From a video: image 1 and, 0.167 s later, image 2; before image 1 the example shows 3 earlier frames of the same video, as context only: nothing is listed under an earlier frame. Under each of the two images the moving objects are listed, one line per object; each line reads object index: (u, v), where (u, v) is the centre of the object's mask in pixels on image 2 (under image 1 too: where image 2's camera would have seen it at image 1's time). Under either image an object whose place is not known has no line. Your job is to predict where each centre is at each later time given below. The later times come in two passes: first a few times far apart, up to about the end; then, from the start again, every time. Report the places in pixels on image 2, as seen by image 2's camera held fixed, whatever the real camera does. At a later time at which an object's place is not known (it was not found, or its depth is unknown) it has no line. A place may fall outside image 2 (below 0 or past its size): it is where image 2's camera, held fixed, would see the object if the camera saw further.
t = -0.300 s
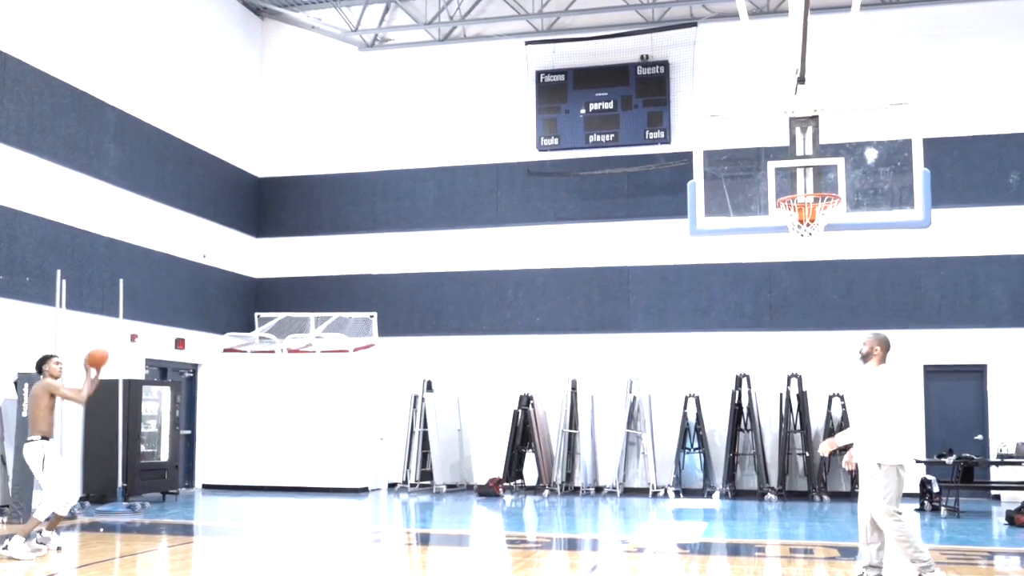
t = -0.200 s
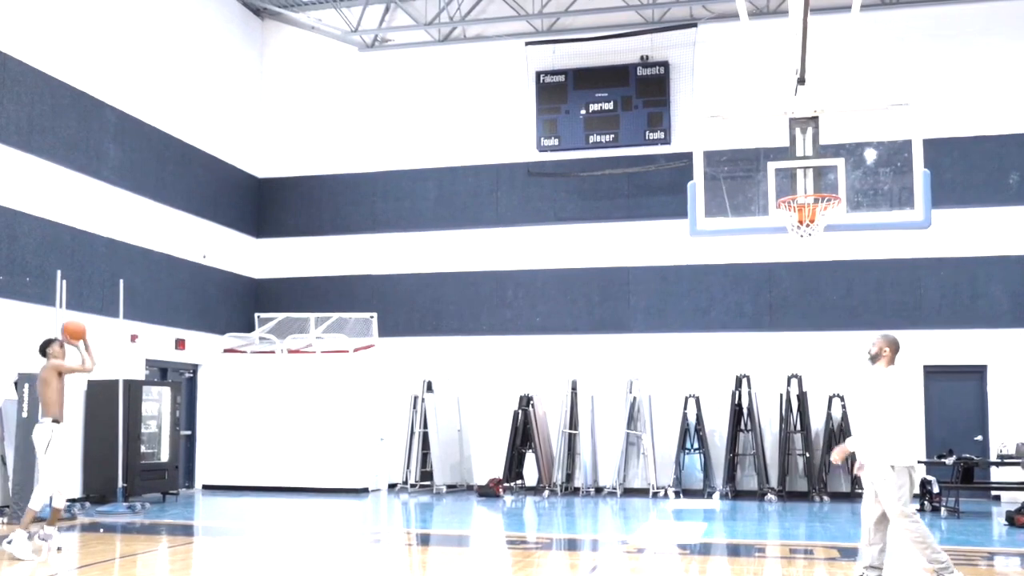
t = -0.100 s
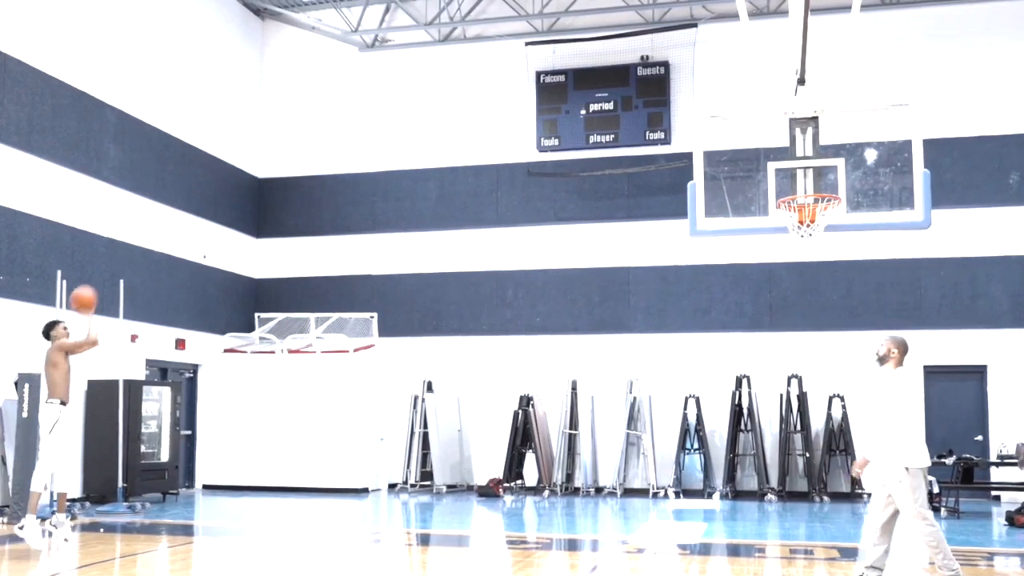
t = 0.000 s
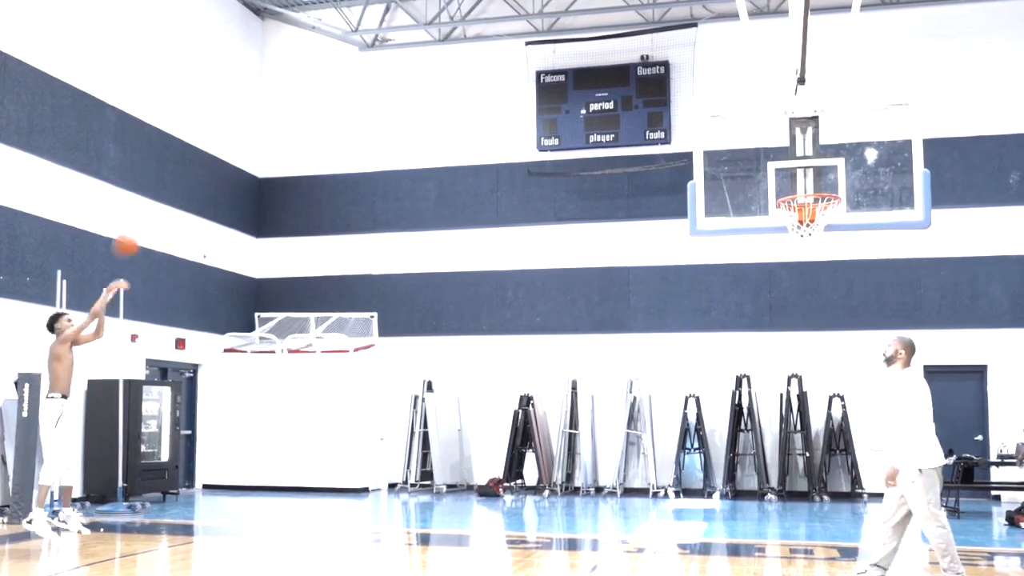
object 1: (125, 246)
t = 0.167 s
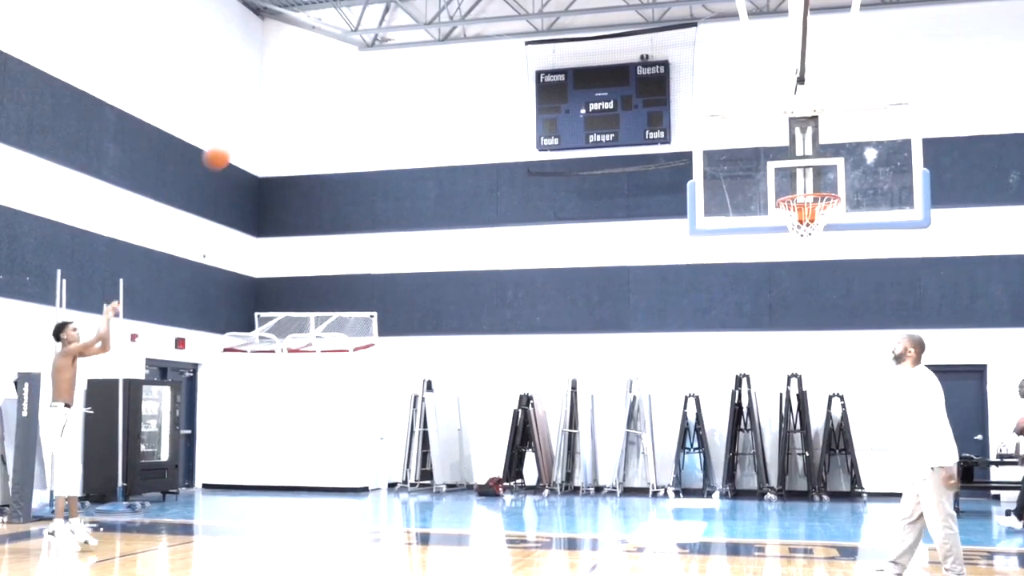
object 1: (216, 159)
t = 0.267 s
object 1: (274, 117)
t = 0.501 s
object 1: (407, 57)
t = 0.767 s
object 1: (570, 61)
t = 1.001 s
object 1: (722, 126)
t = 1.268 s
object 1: (816, 274)
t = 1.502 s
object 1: (798, 437)
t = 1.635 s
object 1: (789, 553)
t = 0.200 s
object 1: (237, 142)
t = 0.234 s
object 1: (255, 129)
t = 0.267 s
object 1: (274, 117)
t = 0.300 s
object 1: (292, 105)
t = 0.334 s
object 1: (311, 95)
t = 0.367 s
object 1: (330, 86)
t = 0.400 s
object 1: (349, 77)
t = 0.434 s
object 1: (368, 70)
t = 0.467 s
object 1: (387, 64)
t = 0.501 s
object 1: (407, 57)
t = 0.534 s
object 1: (427, 55)
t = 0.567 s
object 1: (446, 50)
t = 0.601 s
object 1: (466, 48)
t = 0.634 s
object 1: (487, 48)
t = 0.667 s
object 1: (508, 49)
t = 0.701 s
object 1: (529, 53)
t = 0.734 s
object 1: (549, 55)
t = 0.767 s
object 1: (570, 61)
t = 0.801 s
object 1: (591, 66)
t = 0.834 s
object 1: (612, 71)
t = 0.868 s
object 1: (633, 79)
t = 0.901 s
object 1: (654, 88)
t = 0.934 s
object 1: (674, 98)
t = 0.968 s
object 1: (699, 113)
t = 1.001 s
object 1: (722, 126)
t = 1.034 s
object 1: (747, 145)
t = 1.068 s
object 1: (768, 157)
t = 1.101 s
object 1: (792, 177)
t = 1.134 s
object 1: (820, 188)
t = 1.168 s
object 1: (826, 215)
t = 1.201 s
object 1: (825, 238)
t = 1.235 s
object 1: (820, 256)
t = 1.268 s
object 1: (816, 274)
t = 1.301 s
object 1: (814, 292)
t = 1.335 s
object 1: (811, 313)
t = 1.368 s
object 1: (809, 332)
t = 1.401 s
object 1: (807, 361)
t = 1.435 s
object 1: (802, 385)
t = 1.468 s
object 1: (800, 412)
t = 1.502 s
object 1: (798, 437)
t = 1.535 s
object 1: (796, 465)
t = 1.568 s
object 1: (793, 491)
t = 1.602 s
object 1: (792, 521)
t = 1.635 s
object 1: (789, 553)
